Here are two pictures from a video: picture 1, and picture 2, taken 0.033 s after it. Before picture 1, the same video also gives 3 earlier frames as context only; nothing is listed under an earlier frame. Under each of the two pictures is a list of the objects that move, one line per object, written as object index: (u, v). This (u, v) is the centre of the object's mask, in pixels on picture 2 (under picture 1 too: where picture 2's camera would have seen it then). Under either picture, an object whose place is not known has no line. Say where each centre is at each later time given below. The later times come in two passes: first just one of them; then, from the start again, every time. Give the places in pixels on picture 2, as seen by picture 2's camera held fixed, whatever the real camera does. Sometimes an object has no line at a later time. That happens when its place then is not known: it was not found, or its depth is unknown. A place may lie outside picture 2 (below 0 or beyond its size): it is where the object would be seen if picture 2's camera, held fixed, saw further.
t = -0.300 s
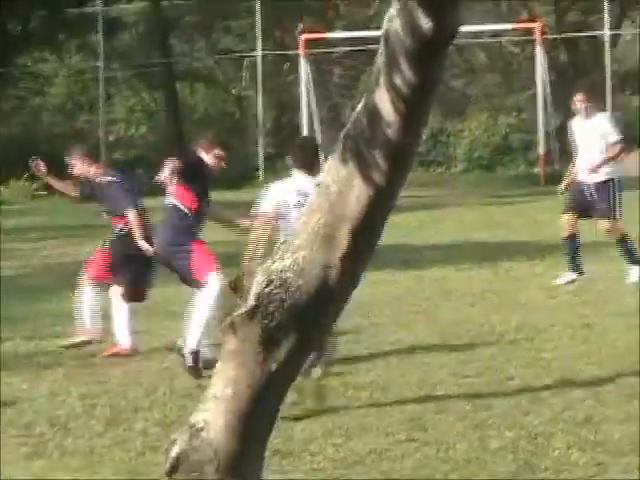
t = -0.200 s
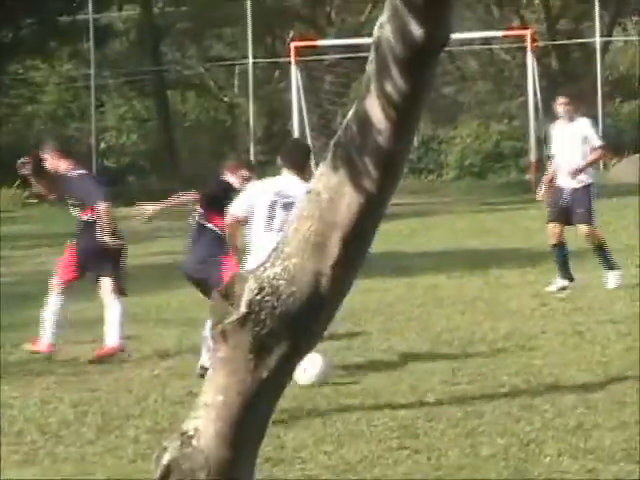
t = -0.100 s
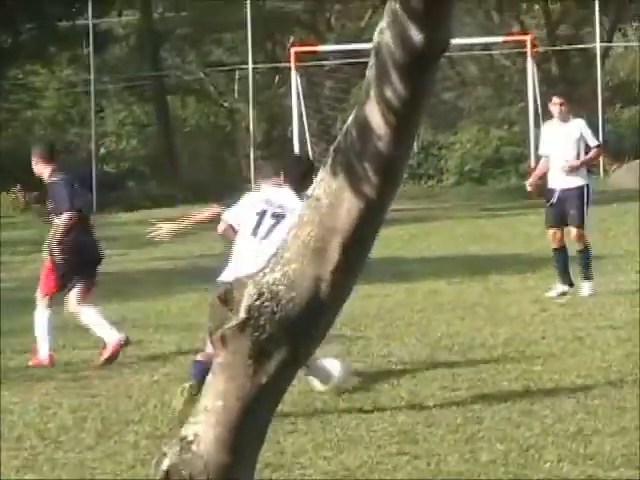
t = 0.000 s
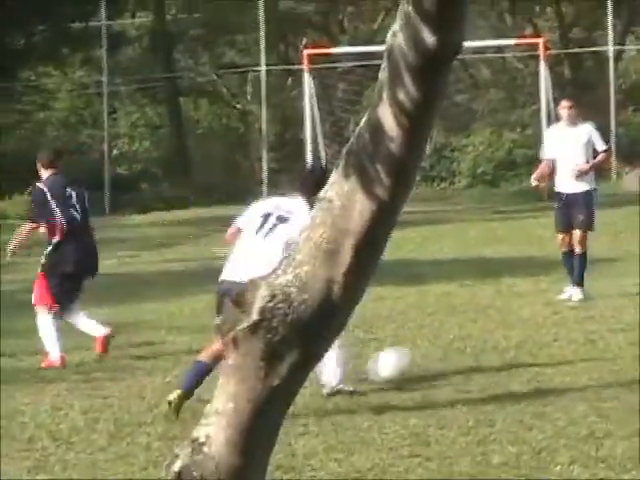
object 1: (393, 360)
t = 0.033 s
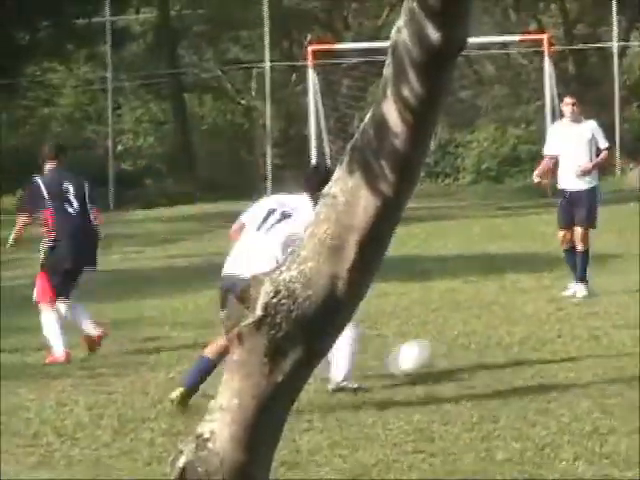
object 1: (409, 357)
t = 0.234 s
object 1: (506, 344)
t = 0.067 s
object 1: (426, 356)
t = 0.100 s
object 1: (444, 355)
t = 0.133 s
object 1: (462, 357)
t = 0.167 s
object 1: (480, 356)
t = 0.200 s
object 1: (493, 349)
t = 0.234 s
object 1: (506, 344)
